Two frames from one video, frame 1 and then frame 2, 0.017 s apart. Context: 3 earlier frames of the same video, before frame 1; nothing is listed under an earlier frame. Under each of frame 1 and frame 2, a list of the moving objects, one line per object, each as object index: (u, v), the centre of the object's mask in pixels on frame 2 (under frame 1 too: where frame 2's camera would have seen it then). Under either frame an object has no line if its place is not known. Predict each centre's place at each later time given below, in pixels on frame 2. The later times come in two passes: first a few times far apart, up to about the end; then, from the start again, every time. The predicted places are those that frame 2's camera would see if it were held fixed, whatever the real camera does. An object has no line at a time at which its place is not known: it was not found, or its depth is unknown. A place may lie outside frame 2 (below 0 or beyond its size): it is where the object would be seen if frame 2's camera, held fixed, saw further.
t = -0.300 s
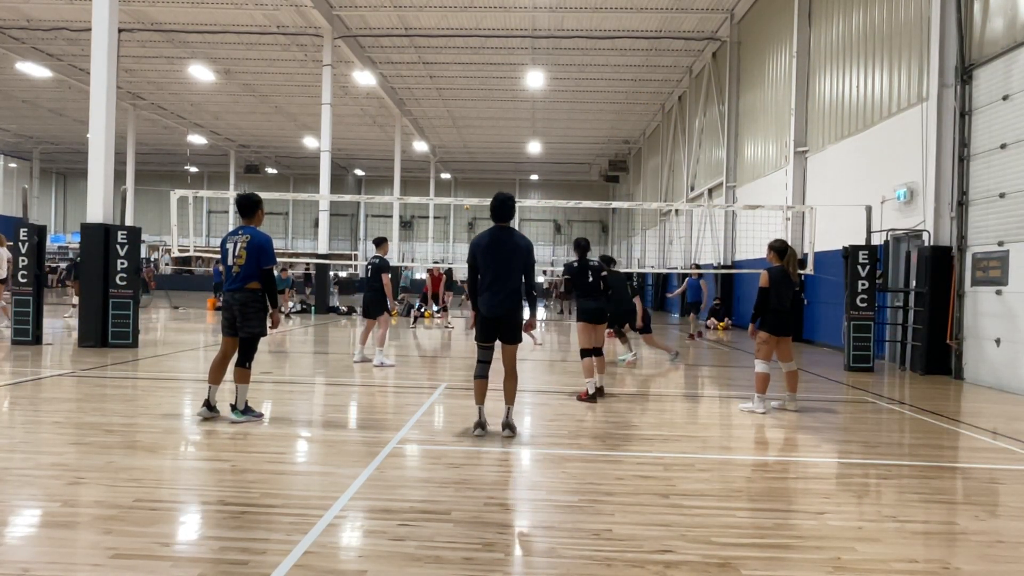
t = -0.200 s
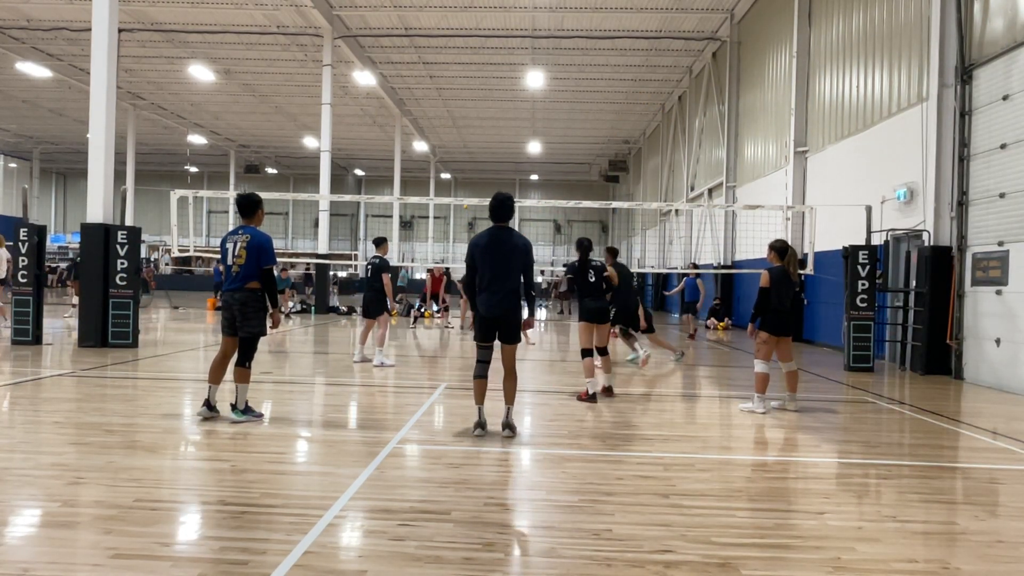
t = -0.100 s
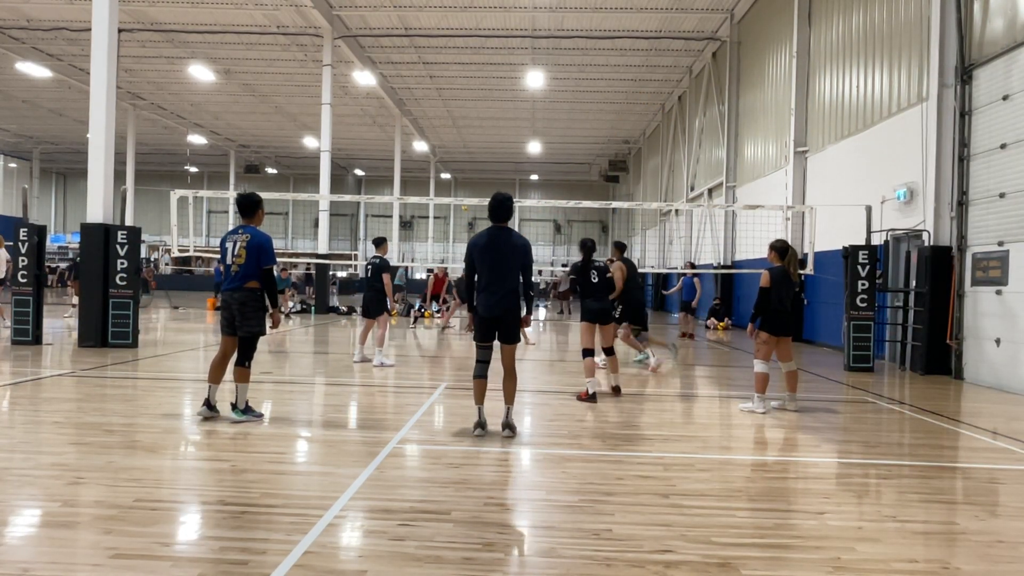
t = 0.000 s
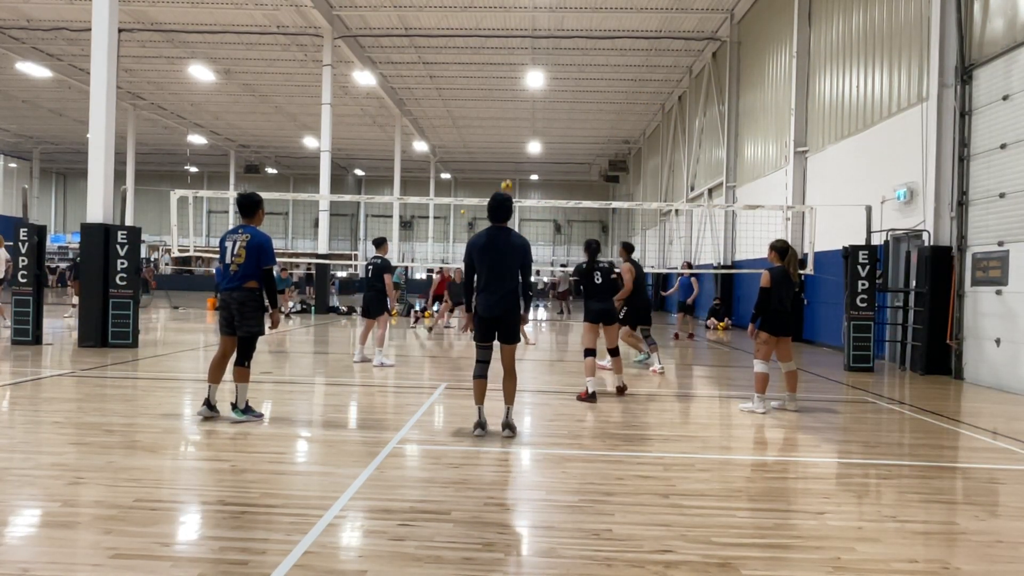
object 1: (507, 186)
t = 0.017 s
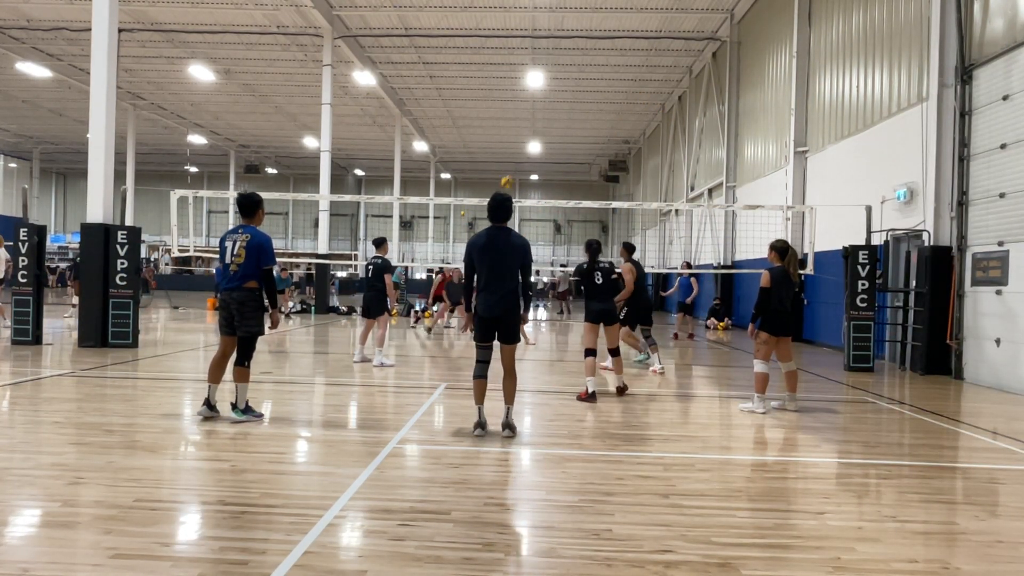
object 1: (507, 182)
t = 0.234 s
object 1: (508, 145)
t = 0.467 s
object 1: (508, 135)
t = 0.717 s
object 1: (508, 155)
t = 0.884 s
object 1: (506, 184)
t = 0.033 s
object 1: (506, 179)
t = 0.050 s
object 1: (507, 175)
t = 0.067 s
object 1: (507, 171)
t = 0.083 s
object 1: (507, 167)
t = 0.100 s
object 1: (507, 164)
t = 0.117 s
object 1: (508, 162)
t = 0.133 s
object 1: (508, 159)
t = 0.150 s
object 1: (508, 157)
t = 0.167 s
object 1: (508, 154)
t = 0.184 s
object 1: (508, 151)
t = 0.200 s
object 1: (508, 149)
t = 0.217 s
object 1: (508, 147)
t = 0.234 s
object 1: (508, 145)
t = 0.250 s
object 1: (508, 143)
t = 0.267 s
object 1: (508, 142)
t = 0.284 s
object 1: (508, 141)
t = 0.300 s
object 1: (508, 139)
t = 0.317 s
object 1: (508, 138)
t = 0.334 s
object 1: (509, 137)
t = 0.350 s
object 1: (509, 136)
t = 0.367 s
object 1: (508, 135)
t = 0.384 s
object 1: (508, 135)
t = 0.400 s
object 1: (508, 134)
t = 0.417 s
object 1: (508, 134)
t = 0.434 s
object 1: (508, 135)
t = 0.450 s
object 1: (508, 135)
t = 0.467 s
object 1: (508, 135)
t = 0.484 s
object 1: (508, 135)
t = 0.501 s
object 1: (508, 136)
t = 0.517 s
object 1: (508, 136)
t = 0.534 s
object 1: (508, 137)
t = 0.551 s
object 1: (508, 137)
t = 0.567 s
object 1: (508, 139)
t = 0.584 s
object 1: (508, 140)
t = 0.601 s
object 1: (508, 141)
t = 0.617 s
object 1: (508, 143)
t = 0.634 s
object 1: (508, 144)
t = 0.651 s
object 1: (508, 146)
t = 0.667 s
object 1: (508, 147)
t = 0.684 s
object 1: (508, 149)
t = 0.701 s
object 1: (508, 152)
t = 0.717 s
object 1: (508, 155)
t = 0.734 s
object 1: (507, 157)
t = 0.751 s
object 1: (507, 159)
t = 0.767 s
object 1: (507, 162)
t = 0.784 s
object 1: (507, 164)
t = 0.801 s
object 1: (507, 167)
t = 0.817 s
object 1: (507, 169)
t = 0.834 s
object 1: (507, 173)
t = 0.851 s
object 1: (506, 176)
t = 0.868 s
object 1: (506, 179)
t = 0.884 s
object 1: (506, 184)
